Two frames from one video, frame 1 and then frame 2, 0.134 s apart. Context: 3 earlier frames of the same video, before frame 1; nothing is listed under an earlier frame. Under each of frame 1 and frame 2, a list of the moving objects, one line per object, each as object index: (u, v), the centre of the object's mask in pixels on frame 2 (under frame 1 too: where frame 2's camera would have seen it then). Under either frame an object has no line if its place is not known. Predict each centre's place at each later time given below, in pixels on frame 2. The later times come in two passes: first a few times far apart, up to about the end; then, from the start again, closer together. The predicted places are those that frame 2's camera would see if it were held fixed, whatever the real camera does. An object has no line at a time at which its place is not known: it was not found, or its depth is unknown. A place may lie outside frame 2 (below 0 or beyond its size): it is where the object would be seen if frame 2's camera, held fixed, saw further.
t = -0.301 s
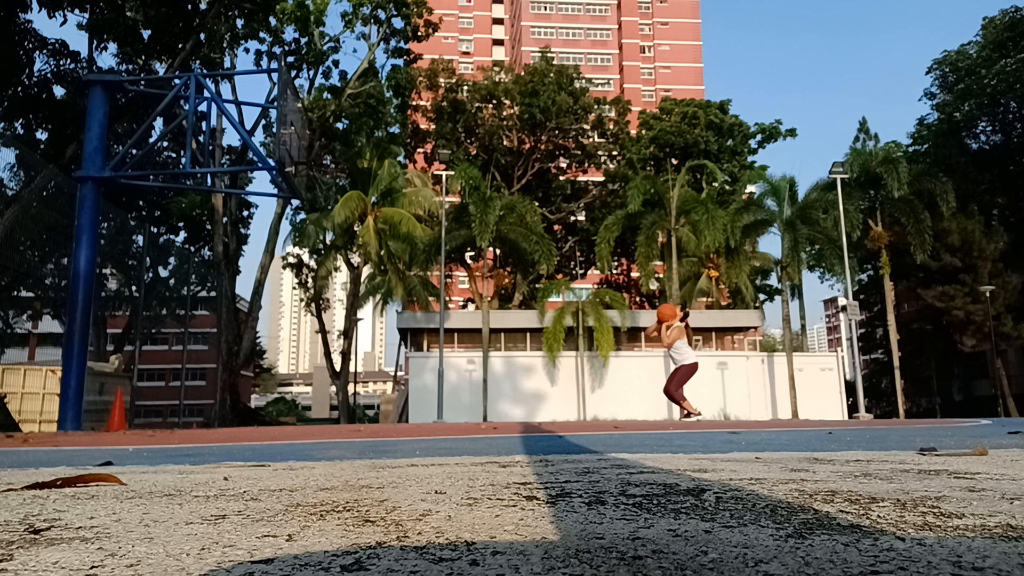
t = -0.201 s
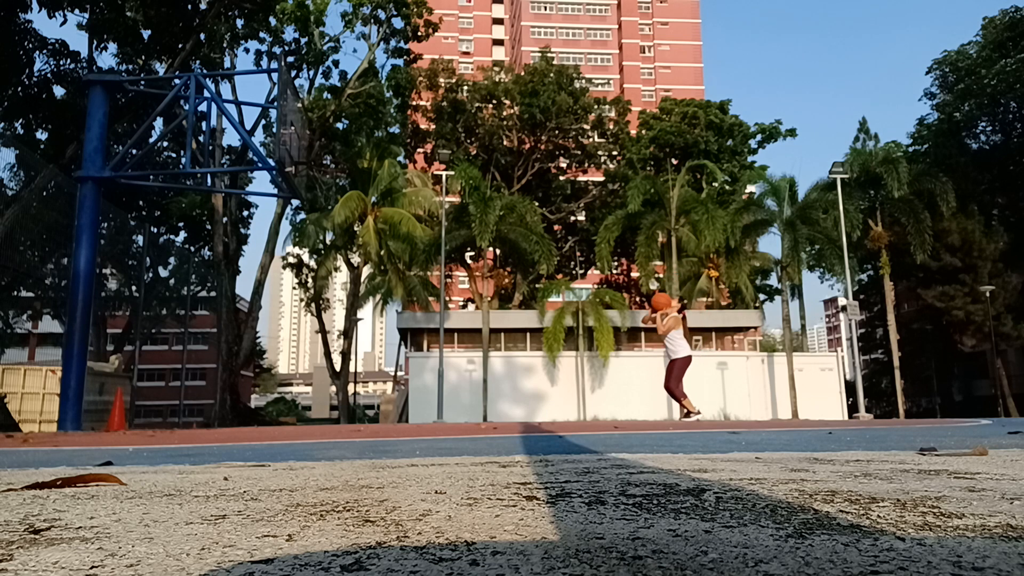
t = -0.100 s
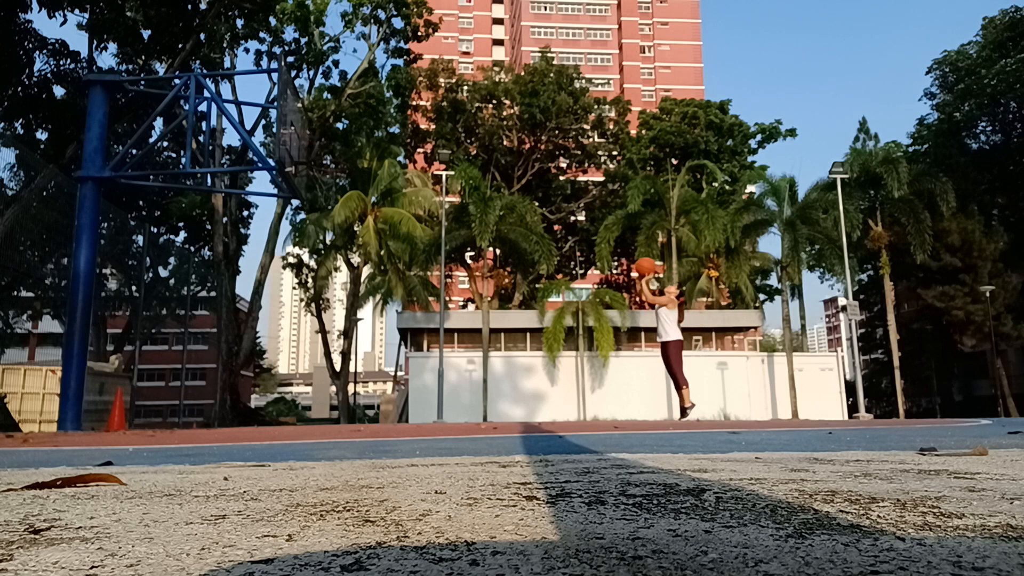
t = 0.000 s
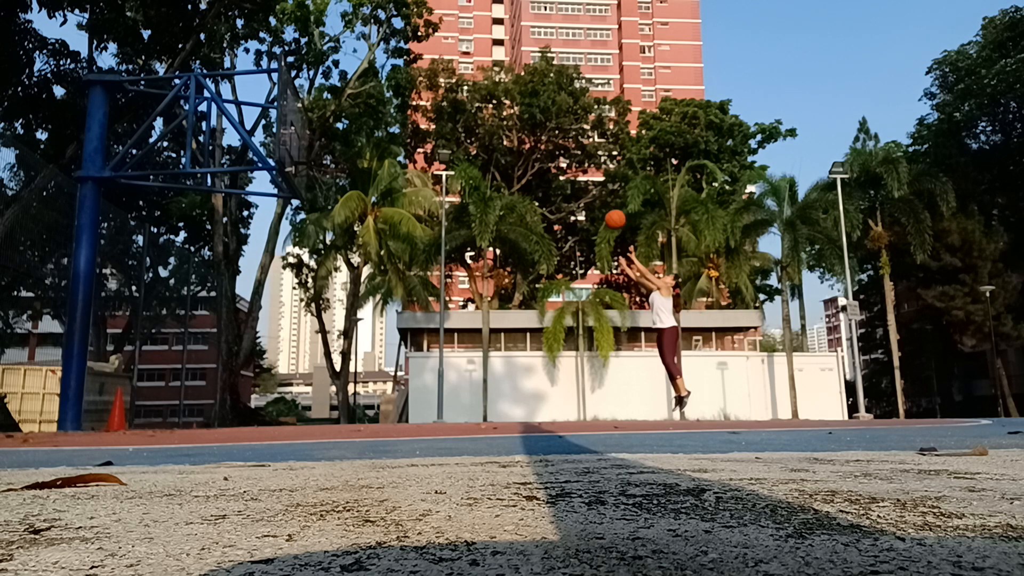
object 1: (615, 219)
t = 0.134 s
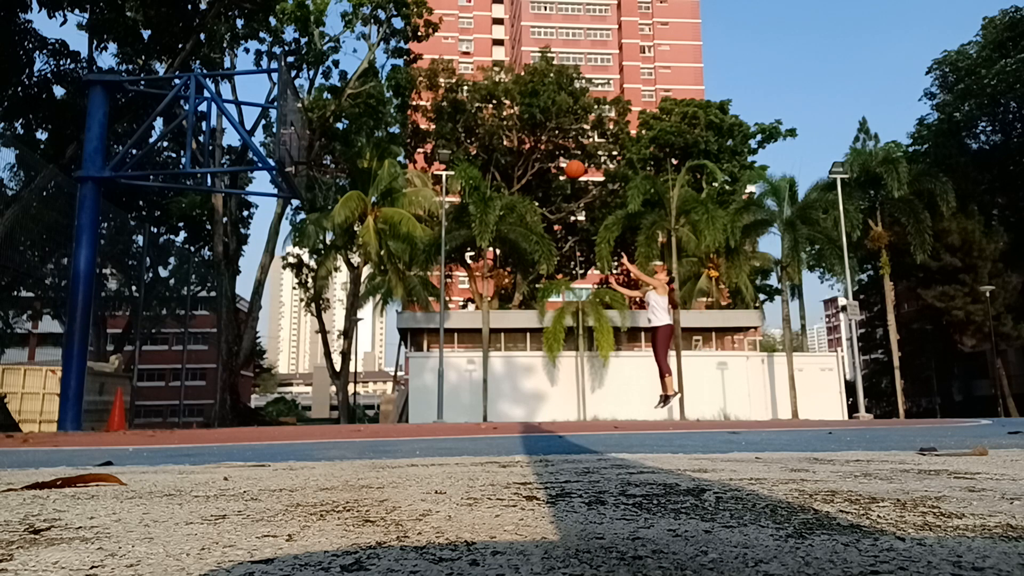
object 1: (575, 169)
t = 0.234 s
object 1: (545, 141)
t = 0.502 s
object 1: (467, 102)
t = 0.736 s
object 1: (399, 114)
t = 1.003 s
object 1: (322, 164)
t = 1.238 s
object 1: (334, 181)
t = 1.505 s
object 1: (331, 195)
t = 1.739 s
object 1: (318, 236)
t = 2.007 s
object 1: (302, 346)
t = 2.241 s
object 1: (290, 358)
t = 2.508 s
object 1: (283, 271)
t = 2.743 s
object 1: (274, 248)
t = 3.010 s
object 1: (261, 281)
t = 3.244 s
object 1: (246, 366)
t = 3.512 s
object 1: (234, 346)
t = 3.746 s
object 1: (225, 296)
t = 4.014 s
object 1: (210, 301)
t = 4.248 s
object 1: (193, 365)
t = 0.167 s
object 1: (564, 160)
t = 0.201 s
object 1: (555, 150)
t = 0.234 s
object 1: (545, 141)
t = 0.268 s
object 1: (535, 134)
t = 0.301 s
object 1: (525, 127)
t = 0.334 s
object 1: (515, 121)
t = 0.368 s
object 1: (506, 115)
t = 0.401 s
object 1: (496, 111)
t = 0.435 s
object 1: (487, 108)
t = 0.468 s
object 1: (477, 104)
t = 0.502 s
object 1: (467, 102)
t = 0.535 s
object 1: (457, 102)
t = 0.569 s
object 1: (447, 101)
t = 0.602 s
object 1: (437, 102)
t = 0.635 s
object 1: (428, 103)
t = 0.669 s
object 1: (418, 106)
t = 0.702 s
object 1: (408, 109)
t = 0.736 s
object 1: (399, 114)
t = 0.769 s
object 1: (388, 118)
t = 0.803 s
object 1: (379, 124)
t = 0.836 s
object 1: (369, 130)
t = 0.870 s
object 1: (359, 138)
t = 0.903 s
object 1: (348, 146)
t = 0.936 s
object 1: (338, 155)
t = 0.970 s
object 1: (329, 160)
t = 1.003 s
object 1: (322, 164)
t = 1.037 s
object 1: (320, 168)
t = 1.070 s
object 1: (323, 172)
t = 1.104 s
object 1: (326, 176)
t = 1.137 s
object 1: (329, 178)
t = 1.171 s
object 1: (331, 179)
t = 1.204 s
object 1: (333, 179)
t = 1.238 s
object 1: (334, 181)
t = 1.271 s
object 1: (335, 182)
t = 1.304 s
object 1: (336, 183)
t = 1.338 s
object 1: (336, 184)
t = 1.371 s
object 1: (335, 186)
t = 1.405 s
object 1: (334, 189)
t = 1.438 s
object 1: (334, 191)
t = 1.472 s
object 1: (332, 193)
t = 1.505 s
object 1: (331, 195)
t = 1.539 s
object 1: (329, 198)
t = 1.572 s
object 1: (328, 202)
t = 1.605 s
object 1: (326, 207)
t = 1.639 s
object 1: (324, 213)
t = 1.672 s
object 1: (323, 220)
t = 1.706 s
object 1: (321, 227)
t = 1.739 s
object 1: (318, 236)
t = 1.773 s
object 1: (317, 246)
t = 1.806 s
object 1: (315, 257)
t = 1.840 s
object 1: (313, 269)
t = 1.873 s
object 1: (311, 282)
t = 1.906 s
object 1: (309, 296)
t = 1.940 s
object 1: (306, 311)
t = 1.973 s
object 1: (304, 329)
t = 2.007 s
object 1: (302, 346)
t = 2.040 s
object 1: (299, 366)
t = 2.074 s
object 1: (297, 386)
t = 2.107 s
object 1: (294, 408)
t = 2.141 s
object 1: (293, 408)
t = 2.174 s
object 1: (292, 390)
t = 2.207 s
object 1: (291, 374)
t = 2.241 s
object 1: (290, 358)
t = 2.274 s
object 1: (290, 344)
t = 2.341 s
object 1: (288, 318)
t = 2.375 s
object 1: (287, 307)
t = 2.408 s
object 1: (286, 296)
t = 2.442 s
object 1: (285, 287)
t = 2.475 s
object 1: (284, 279)
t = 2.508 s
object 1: (283, 271)
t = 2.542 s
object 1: (282, 265)
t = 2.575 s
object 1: (280, 260)
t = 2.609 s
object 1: (279, 256)
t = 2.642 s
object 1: (278, 252)
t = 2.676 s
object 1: (276, 250)
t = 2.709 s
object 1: (275, 248)
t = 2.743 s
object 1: (274, 248)
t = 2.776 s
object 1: (272, 248)
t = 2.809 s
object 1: (271, 250)
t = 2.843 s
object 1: (269, 252)
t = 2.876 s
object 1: (268, 256)
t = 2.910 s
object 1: (266, 260)
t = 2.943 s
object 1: (264, 266)
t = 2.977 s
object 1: (263, 273)
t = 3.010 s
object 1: (261, 281)
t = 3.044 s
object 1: (259, 289)
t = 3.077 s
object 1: (257, 299)
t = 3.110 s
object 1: (254, 311)
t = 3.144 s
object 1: (252, 323)
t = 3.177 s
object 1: (250, 336)
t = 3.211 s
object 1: (248, 351)
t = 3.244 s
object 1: (246, 366)
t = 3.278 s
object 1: (243, 384)
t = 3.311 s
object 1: (241, 403)
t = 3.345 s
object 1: (239, 414)
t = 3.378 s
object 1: (238, 399)
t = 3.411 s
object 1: (237, 384)
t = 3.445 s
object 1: (236, 370)
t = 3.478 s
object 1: (236, 358)
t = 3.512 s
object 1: (234, 346)
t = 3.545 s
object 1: (233, 336)
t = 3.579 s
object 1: (232, 326)
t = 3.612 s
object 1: (231, 318)
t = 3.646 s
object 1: (230, 311)
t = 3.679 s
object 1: (228, 304)
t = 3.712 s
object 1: (227, 300)
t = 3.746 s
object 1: (225, 296)
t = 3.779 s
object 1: (223, 292)
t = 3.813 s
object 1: (222, 290)
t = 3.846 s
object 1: (220, 289)
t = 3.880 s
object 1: (219, 289)
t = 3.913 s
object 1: (216, 290)
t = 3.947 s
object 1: (214, 293)
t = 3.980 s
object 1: (212, 296)
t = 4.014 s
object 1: (210, 301)
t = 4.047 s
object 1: (208, 307)
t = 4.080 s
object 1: (205, 314)
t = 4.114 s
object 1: (203, 321)
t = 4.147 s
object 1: (201, 330)
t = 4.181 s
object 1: (199, 341)
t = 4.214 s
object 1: (196, 352)
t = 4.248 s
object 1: (193, 365)
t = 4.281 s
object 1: (190, 379)
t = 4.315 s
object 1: (187, 395)
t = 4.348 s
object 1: (184, 412)
